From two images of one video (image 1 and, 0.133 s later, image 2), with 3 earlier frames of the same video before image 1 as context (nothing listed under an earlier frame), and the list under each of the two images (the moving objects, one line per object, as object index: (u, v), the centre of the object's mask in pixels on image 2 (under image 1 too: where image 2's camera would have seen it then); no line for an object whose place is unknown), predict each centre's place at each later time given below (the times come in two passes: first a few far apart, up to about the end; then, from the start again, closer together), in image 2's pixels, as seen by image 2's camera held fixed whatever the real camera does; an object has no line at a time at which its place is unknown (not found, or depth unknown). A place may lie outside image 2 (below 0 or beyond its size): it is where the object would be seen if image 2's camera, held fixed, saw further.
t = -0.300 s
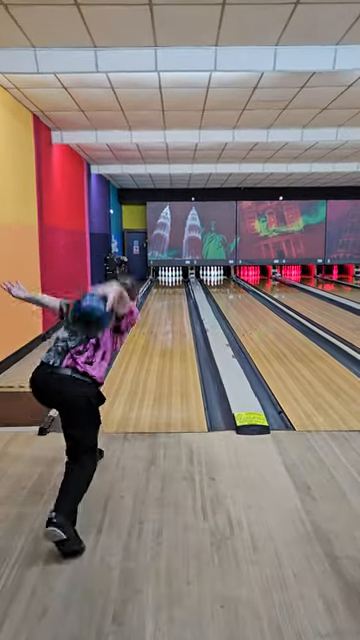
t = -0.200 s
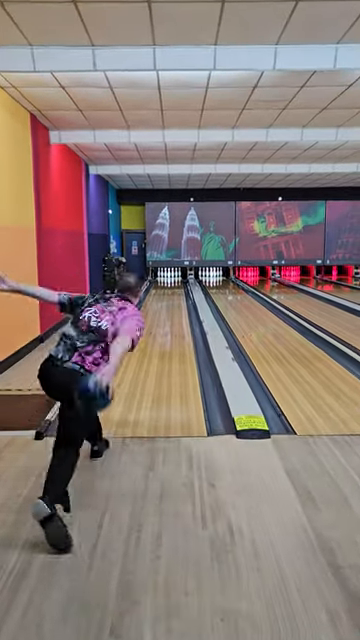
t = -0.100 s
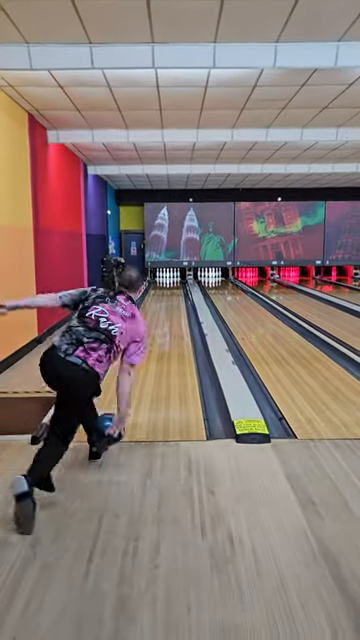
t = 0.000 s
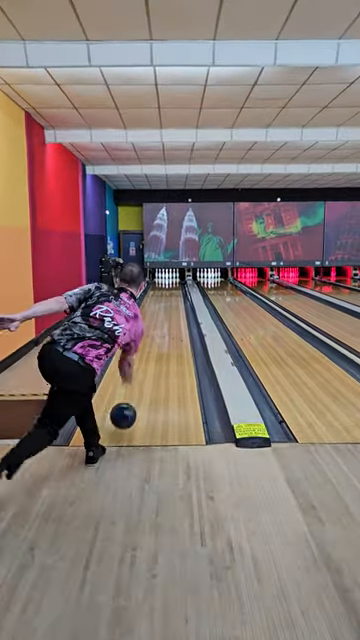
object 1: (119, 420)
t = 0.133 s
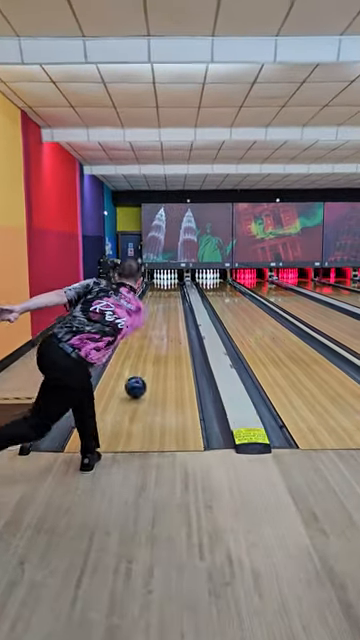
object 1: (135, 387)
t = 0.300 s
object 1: (148, 358)
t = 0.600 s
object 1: (160, 327)
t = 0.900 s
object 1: (167, 310)
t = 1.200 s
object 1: (171, 298)
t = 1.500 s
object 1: (173, 290)
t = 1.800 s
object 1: (174, 284)
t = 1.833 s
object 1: (174, 284)
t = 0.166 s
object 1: (138, 381)
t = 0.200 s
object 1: (141, 375)
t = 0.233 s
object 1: (143, 369)
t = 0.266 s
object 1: (146, 364)
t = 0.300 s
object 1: (148, 358)
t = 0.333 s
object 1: (149, 354)
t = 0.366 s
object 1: (151, 350)
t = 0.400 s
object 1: (152, 346)
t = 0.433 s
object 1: (154, 342)
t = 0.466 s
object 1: (154, 340)
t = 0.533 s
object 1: (159, 332)
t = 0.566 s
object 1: (159, 330)
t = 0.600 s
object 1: (160, 327)
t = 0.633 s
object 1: (161, 325)
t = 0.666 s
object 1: (162, 323)
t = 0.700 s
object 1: (163, 321)
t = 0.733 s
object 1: (163, 319)
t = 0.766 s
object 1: (164, 317)
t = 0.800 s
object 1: (165, 315)
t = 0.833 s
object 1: (166, 313)
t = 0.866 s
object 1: (167, 311)
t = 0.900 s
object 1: (167, 310)
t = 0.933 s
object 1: (167, 308)
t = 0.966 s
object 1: (169, 305)
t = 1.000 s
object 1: (168, 305)
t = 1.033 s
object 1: (169, 304)
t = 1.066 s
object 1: (170, 302)
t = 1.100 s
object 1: (170, 301)
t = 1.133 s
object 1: (170, 300)
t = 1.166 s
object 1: (171, 299)
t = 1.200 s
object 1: (171, 298)
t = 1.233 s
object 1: (172, 297)
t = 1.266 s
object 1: (172, 296)
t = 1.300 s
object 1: (172, 294)
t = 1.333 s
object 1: (173, 293)
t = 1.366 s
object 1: (173, 292)
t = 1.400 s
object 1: (173, 292)
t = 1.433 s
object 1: (173, 291)
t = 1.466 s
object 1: (173, 291)
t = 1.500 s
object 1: (173, 290)
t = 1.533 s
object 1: (173, 290)
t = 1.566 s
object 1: (173, 289)
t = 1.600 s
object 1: (173, 288)
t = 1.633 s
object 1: (174, 288)
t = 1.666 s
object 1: (174, 286)
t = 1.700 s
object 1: (173, 286)
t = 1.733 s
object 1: (173, 287)
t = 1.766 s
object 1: (174, 285)
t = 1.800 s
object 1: (174, 284)
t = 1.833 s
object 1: (174, 284)
